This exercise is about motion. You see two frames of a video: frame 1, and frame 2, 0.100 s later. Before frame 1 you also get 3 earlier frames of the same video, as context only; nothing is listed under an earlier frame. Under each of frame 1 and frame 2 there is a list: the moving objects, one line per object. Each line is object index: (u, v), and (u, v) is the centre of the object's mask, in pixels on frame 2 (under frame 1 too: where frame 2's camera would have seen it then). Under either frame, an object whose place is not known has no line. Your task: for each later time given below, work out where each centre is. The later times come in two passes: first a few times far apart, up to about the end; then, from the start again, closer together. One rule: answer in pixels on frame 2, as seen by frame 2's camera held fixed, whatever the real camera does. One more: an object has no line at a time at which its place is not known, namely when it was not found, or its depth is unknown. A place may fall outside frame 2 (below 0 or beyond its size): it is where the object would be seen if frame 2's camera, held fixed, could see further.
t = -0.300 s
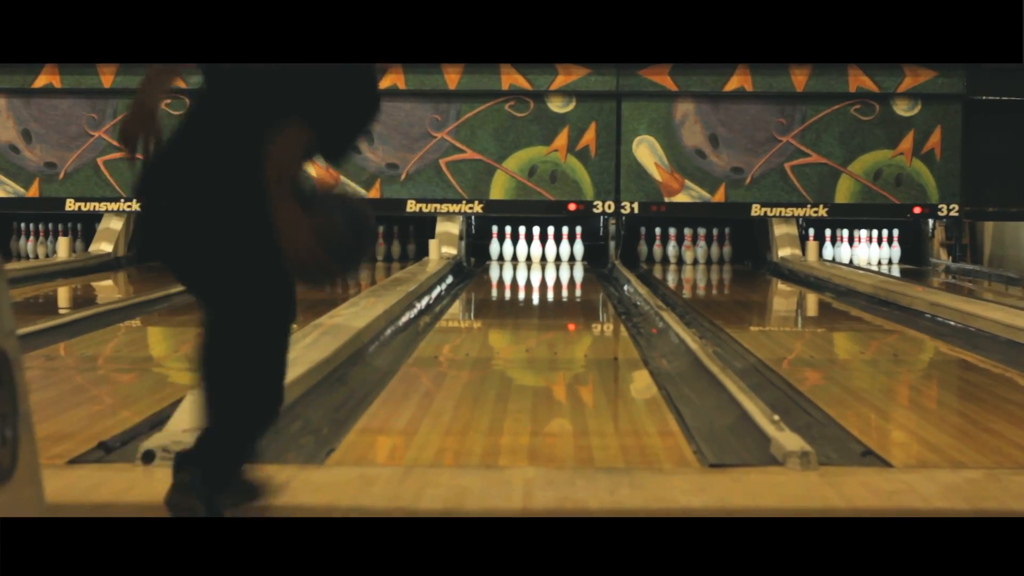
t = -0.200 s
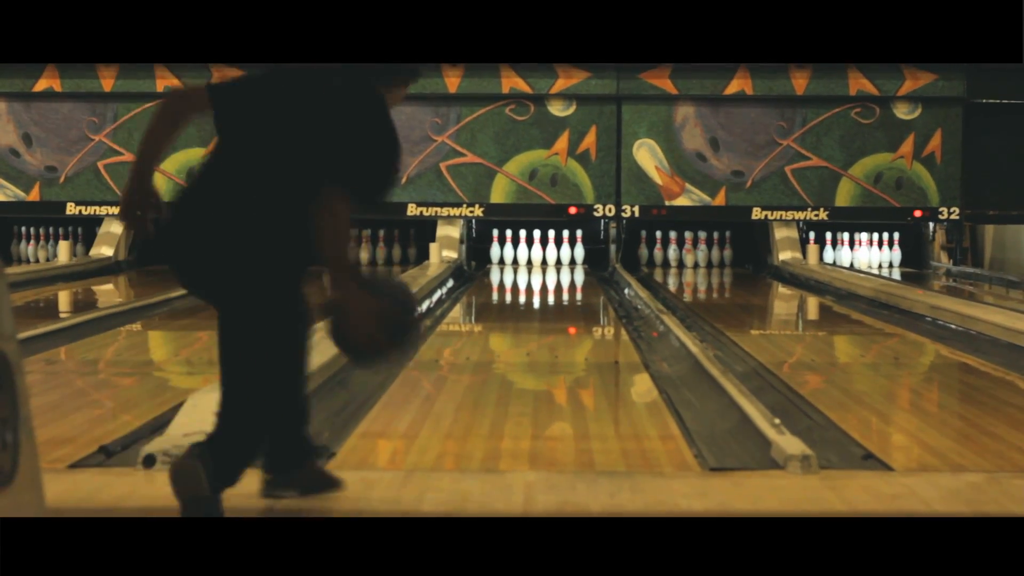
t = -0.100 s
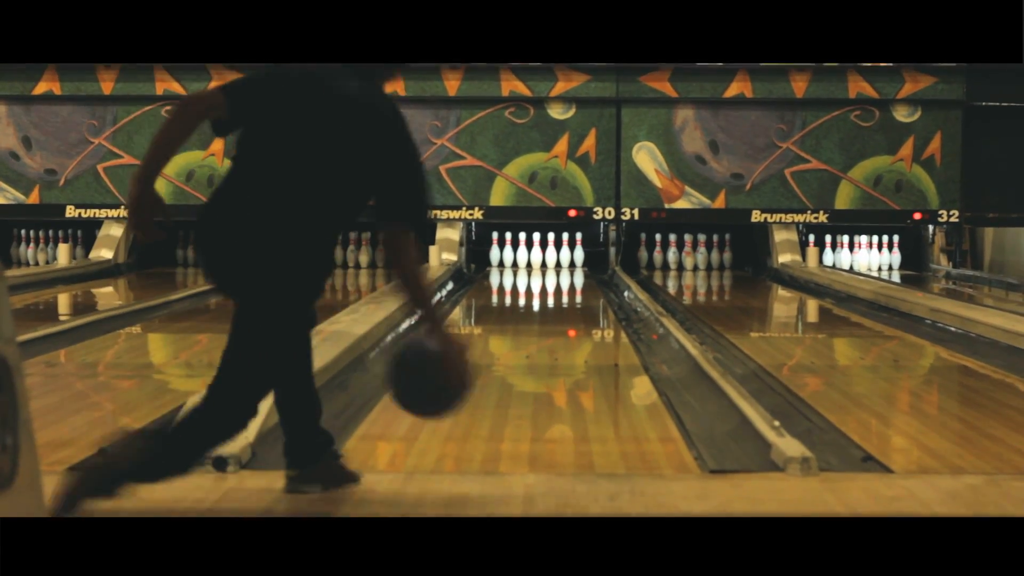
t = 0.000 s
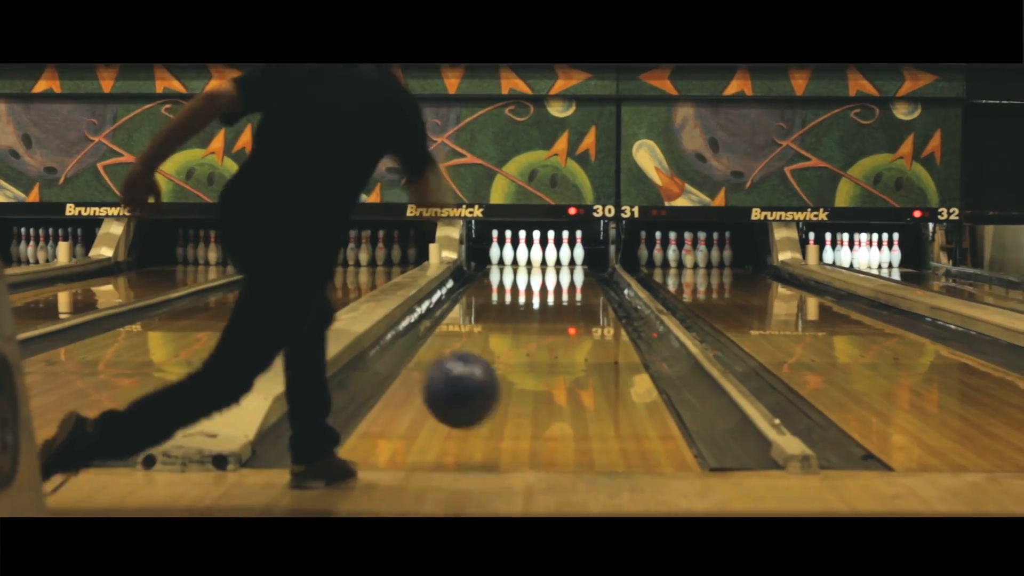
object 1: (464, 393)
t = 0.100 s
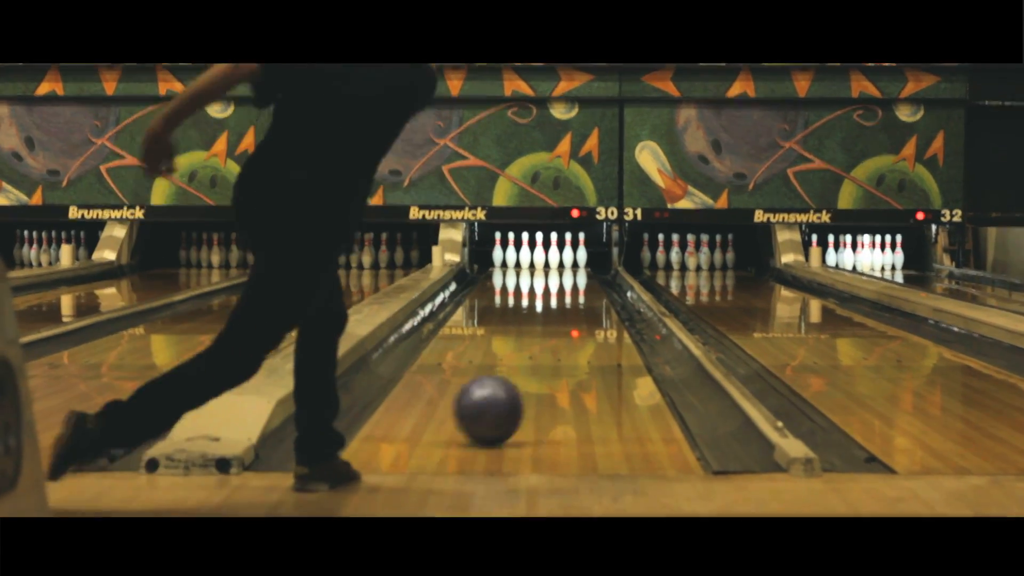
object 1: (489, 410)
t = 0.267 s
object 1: (517, 381)
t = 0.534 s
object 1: (549, 350)
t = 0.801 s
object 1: (568, 327)
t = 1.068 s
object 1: (580, 311)
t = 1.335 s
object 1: (587, 300)
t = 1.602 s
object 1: (587, 290)
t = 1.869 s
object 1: (585, 285)
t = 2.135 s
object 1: (581, 277)
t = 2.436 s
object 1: (572, 272)
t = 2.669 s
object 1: (561, 268)
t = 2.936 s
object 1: (549, 263)
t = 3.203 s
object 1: (538, 262)
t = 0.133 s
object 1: (495, 404)
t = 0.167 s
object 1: (501, 398)
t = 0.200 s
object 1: (506, 392)
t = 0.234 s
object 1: (512, 386)
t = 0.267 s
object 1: (517, 381)
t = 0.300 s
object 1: (522, 377)
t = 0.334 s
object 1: (526, 372)
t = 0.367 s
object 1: (531, 368)
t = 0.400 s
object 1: (535, 363)
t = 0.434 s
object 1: (539, 360)
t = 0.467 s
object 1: (542, 356)
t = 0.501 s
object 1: (546, 352)
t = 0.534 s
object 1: (549, 350)
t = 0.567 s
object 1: (551, 347)
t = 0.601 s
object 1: (554, 343)
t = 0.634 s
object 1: (557, 340)
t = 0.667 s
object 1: (559, 337)
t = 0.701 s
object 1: (561, 335)
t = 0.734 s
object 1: (563, 332)
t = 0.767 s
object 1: (566, 329)
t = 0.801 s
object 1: (568, 327)
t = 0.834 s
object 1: (569, 325)
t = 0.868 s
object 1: (571, 322)
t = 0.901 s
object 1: (573, 320)
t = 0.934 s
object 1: (574, 318)
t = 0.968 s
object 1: (576, 316)
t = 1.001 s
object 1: (577, 314)
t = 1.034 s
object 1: (578, 313)
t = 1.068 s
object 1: (580, 311)
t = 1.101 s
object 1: (580, 309)
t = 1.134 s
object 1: (582, 308)
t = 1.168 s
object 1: (583, 306)
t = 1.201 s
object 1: (584, 305)
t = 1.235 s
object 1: (584, 303)
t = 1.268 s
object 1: (585, 303)
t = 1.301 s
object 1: (586, 302)
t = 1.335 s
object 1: (587, 300)
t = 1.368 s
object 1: (588, 297)
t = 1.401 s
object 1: (587, 297)
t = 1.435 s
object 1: (587, 295)
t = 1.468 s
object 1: (587, 295)
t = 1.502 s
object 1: (587, 293)
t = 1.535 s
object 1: (587, 292)
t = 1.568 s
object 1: (588, 292)
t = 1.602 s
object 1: (587, 290)
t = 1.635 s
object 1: (587, 290)
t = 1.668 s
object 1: (587, 288)
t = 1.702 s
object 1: (587, 287)
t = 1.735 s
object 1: (587, 287)
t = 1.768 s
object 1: (587, 287)
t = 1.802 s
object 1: (586, 285)
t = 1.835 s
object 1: (586, 285)
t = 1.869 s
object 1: (585, 285)
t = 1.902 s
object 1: (586, 284)
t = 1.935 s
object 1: (585, 283)
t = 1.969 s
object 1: (584, 282)
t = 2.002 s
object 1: (583, 282)
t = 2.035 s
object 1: (583, 279)
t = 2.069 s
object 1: (582, 279)
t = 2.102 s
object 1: (582, 278)
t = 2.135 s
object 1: (581, 277)
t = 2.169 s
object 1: (580, 277)
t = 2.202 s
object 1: (579, 277)
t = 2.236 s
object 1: (578, 277)
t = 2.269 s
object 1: (576, 276)
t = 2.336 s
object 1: (575, 274)
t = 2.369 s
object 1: (574, 274)
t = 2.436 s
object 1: (572, 272)
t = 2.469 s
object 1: (571, 272)
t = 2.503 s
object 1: (570, 272)
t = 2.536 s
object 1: (568, 271)
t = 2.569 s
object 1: (566, 270)
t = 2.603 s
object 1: (565, 269)
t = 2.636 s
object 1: (563, 269)
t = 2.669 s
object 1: (561, 268)
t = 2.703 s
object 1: (560, 268)
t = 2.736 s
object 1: (558, 267)
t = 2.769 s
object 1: (557, 267)
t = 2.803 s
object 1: (555, 266)
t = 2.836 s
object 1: (554, 265)
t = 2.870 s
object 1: (551, 265)
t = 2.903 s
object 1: (550, 265)
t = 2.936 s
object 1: (549, 263)
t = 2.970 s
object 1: (550, 263)
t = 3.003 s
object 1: (550, 264)
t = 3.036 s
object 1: (549, 263)
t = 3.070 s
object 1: (547, 264)
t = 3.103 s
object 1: (545, 263)
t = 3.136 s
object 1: (543, 263)
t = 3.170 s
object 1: (540, 262)
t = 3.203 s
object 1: (538, 262)
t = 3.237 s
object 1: (536, 261)
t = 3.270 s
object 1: (535, 261)
